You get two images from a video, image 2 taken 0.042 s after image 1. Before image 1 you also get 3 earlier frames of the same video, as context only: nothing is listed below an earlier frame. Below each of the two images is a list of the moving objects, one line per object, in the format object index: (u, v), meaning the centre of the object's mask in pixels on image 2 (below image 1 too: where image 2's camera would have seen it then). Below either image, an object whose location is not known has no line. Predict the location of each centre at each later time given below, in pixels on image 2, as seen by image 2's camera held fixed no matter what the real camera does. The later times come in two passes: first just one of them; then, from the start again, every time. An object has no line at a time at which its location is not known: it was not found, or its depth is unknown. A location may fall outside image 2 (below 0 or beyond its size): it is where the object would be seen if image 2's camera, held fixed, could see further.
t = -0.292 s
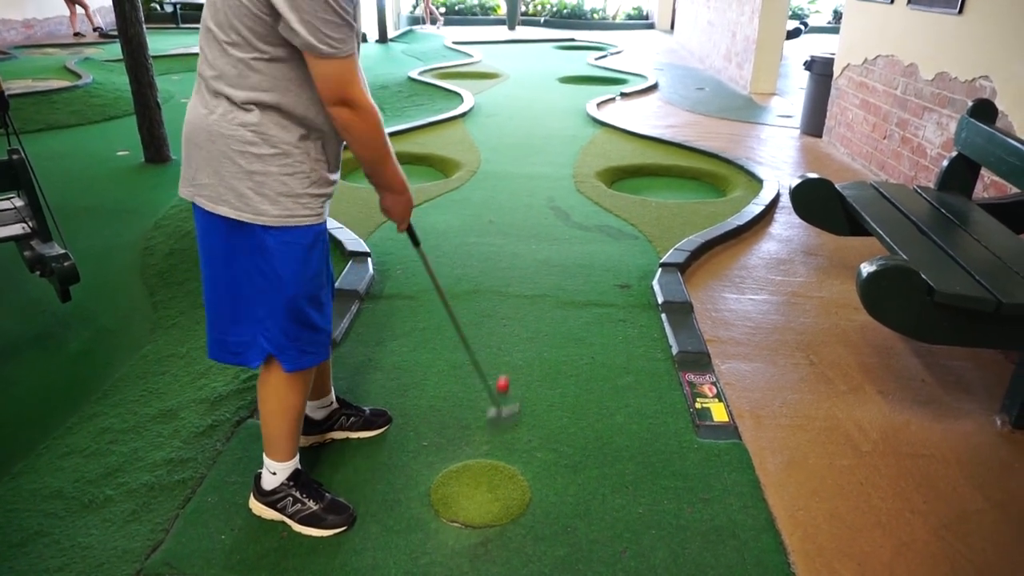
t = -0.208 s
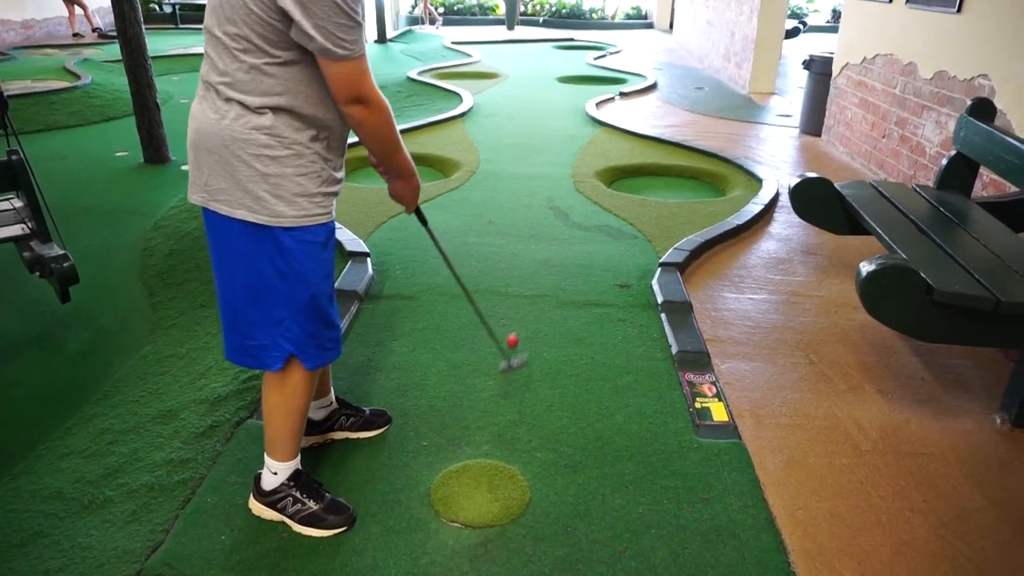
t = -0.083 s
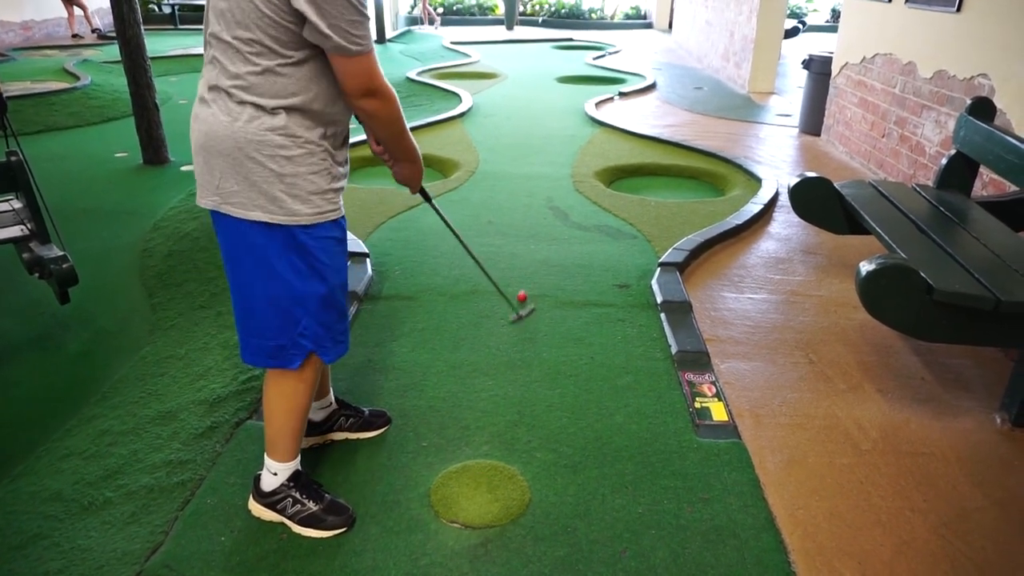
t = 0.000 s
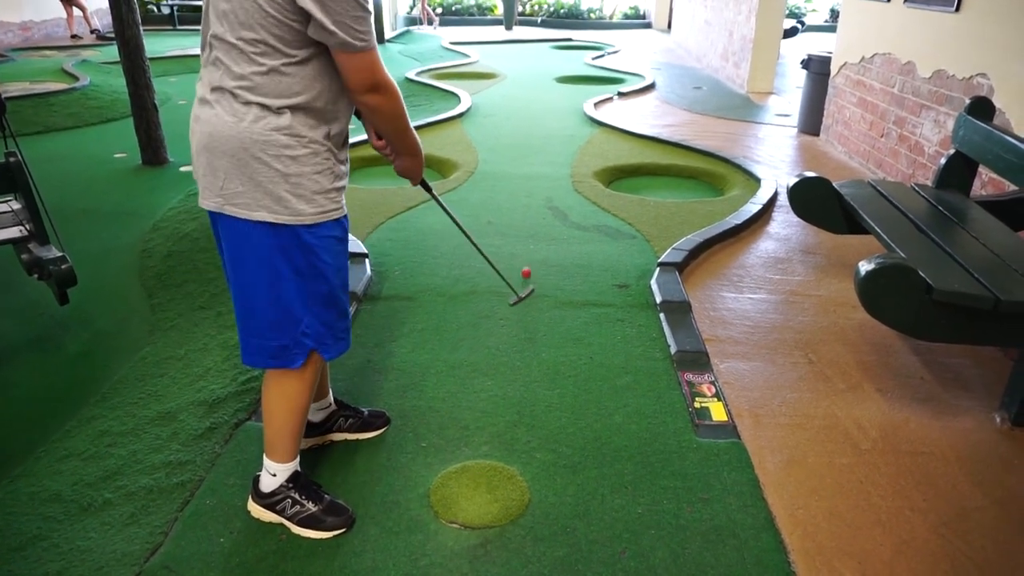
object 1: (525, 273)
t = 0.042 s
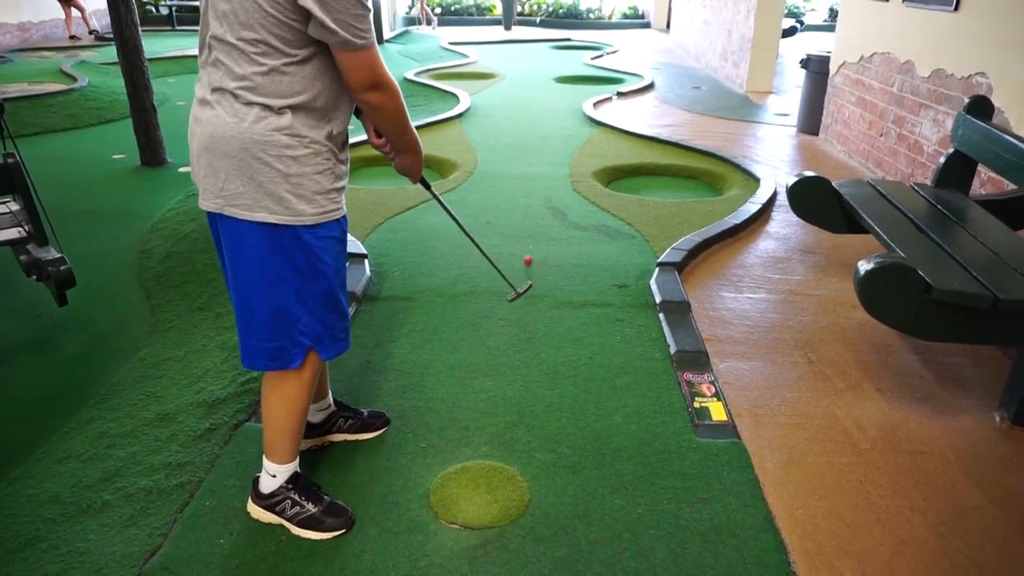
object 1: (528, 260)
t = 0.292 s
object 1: (536, 219)
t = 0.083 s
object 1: (529, 253)
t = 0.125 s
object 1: (531, 246)
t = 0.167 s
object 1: (532, 239)
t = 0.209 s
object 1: (534, 232)
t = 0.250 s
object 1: (535, 226)
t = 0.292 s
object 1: (536, 219)
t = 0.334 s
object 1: (538, 214)
